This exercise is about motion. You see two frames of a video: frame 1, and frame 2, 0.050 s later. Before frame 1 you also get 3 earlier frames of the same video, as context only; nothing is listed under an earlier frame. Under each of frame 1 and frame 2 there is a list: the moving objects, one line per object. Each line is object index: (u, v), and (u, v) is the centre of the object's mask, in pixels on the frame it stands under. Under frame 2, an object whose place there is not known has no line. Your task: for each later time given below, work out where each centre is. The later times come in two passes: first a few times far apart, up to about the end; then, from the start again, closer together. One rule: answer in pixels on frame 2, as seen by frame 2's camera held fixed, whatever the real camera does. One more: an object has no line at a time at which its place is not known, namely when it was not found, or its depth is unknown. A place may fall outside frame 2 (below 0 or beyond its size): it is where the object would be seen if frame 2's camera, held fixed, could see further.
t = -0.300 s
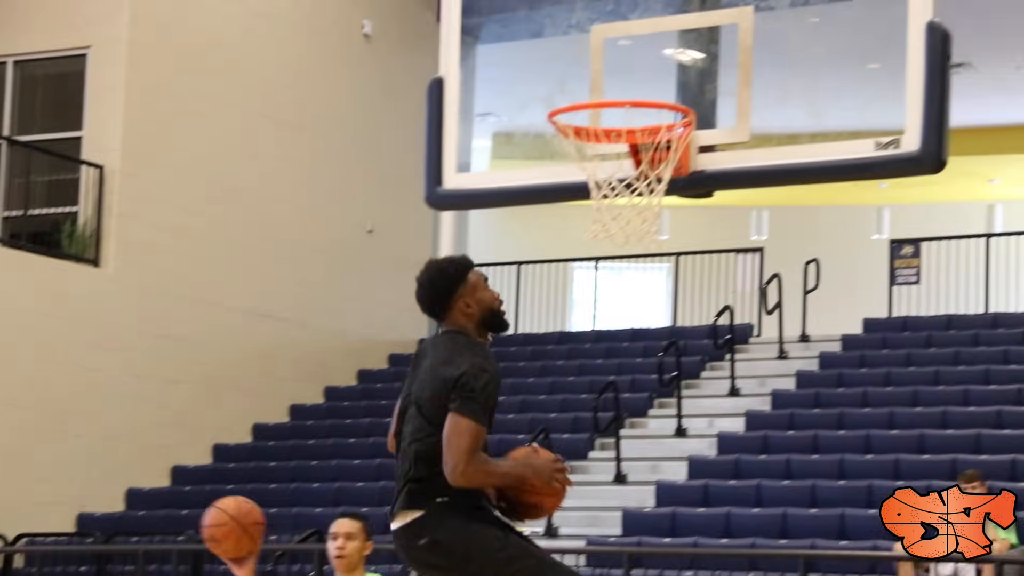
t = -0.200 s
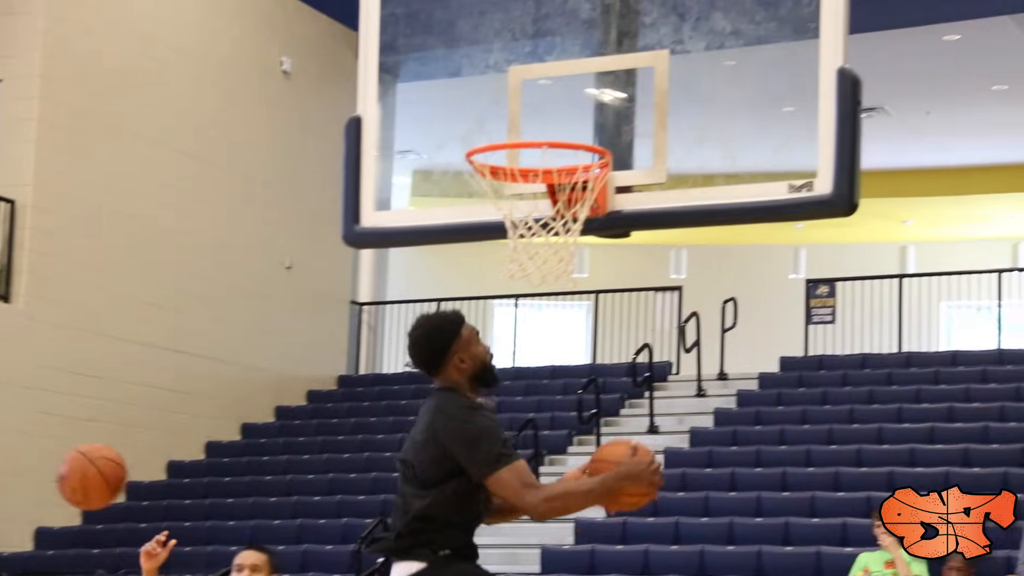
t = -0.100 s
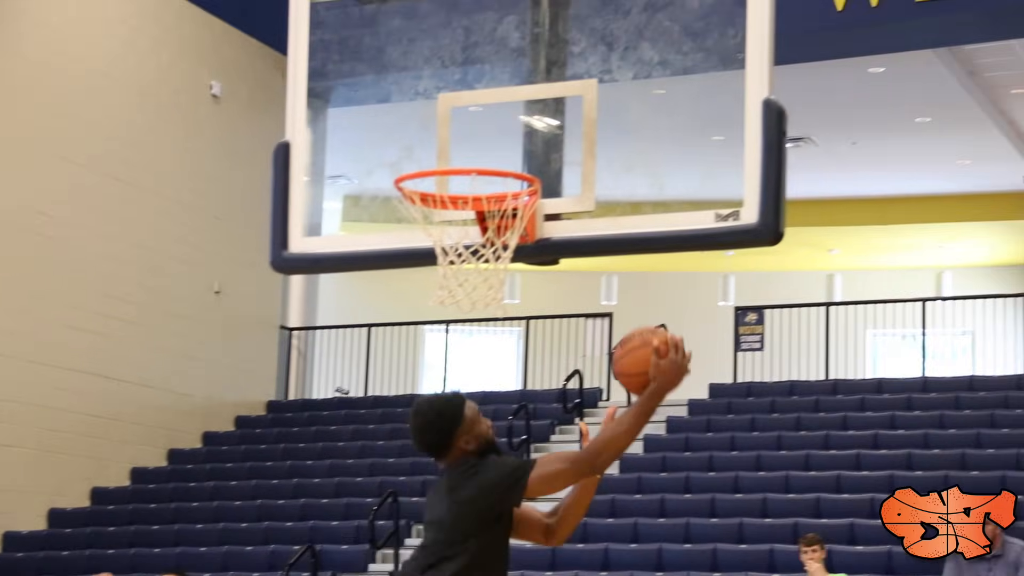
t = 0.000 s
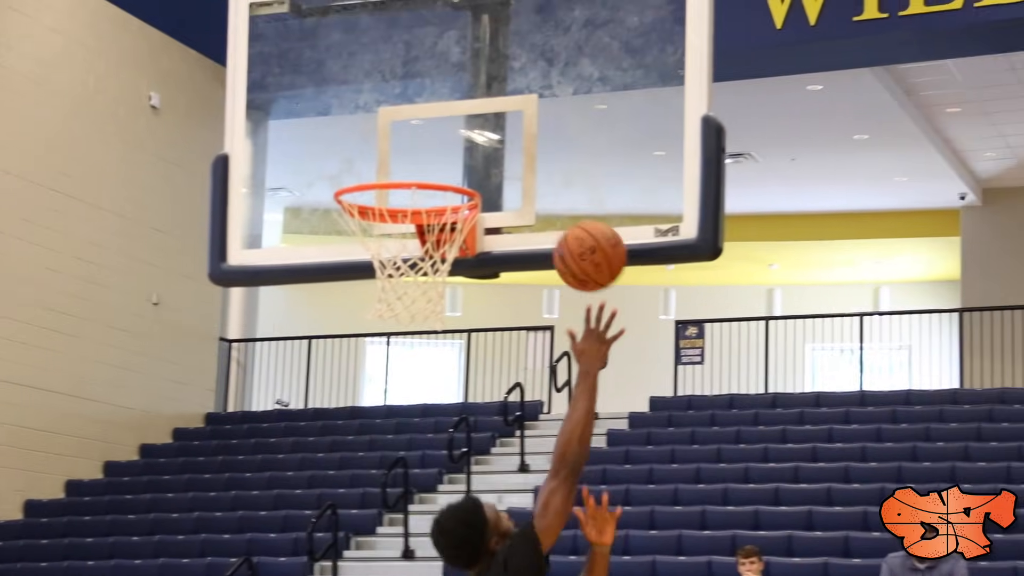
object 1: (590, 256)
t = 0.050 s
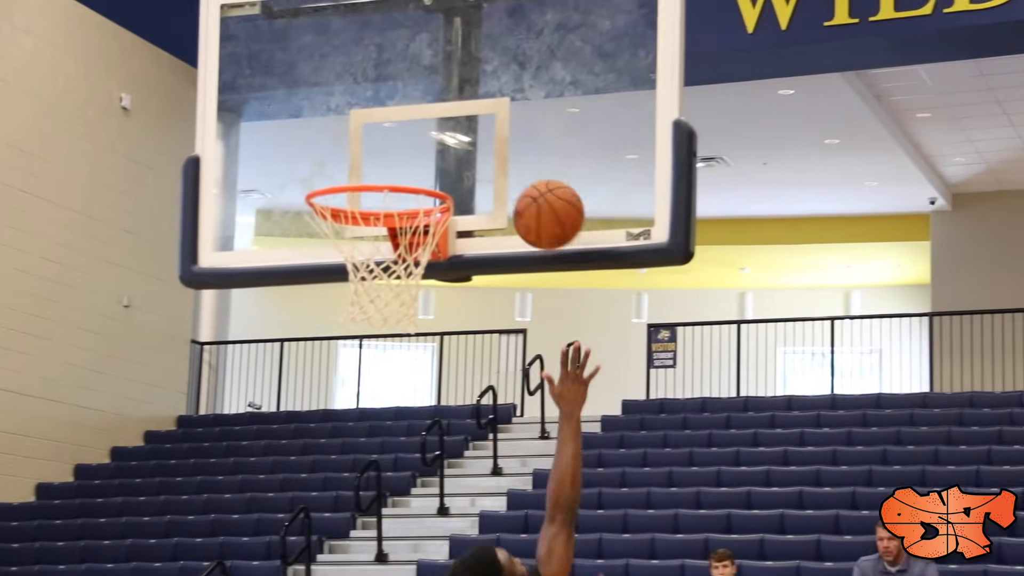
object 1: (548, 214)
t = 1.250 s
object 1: (354, 374)
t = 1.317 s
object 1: (347, 439)
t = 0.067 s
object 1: (545, 202)
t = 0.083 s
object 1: (541, 189)
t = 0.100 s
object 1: (538, 178)
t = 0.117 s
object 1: (534, 167)
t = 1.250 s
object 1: (354, 374)
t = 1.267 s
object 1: (352, 391)
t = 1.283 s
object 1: (350, 407)
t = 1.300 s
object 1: (349, 424)
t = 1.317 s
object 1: (347, 439)
